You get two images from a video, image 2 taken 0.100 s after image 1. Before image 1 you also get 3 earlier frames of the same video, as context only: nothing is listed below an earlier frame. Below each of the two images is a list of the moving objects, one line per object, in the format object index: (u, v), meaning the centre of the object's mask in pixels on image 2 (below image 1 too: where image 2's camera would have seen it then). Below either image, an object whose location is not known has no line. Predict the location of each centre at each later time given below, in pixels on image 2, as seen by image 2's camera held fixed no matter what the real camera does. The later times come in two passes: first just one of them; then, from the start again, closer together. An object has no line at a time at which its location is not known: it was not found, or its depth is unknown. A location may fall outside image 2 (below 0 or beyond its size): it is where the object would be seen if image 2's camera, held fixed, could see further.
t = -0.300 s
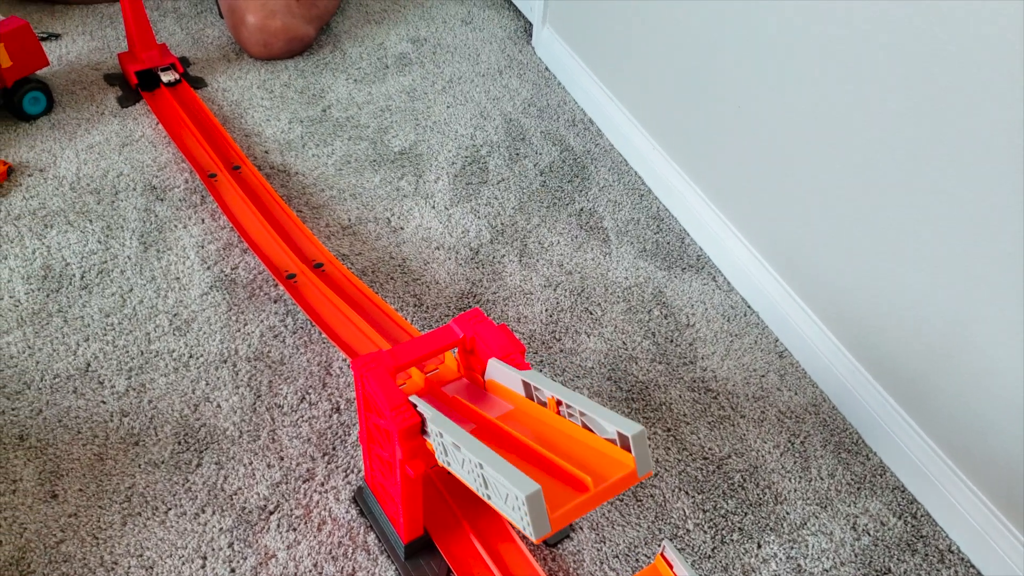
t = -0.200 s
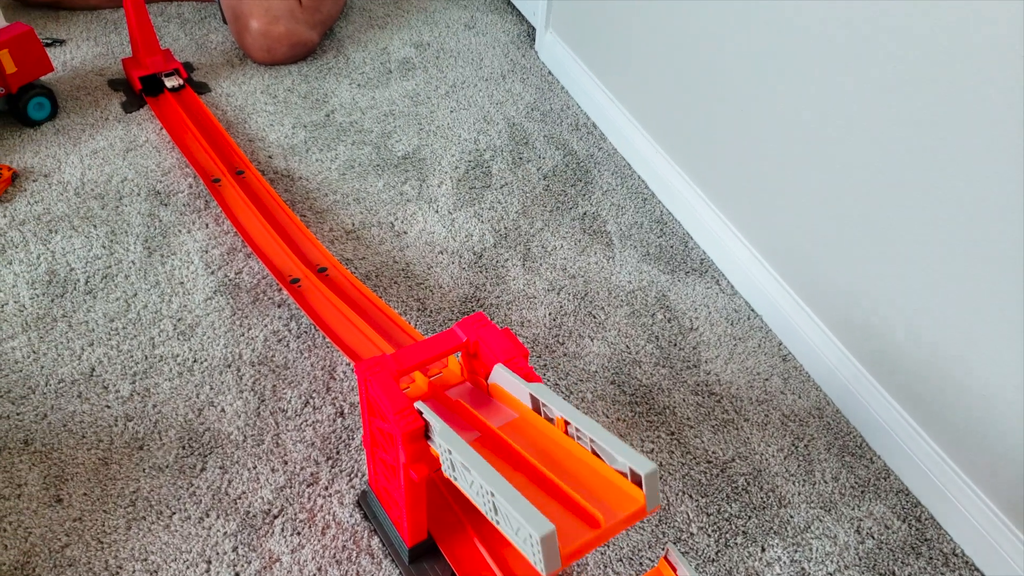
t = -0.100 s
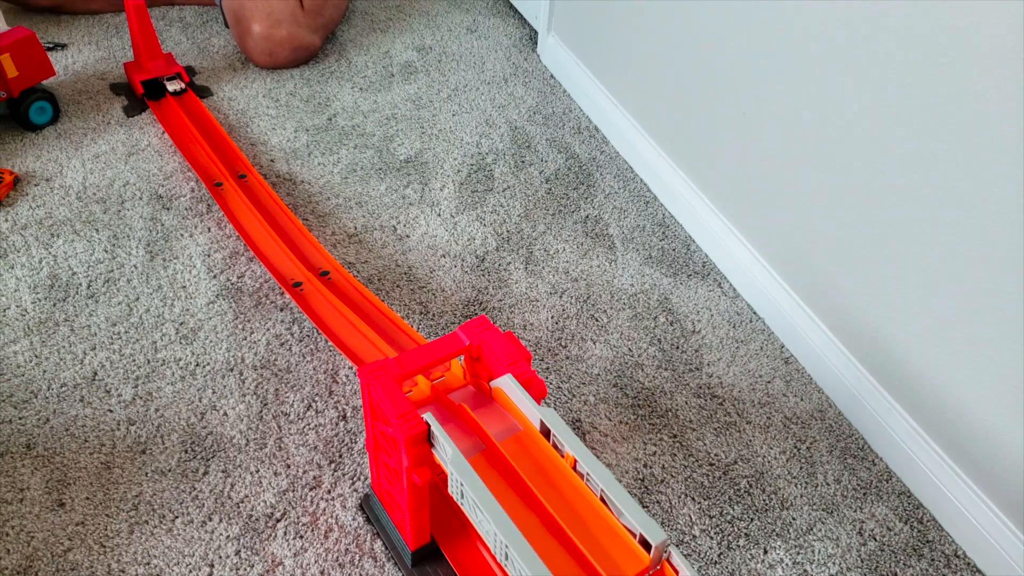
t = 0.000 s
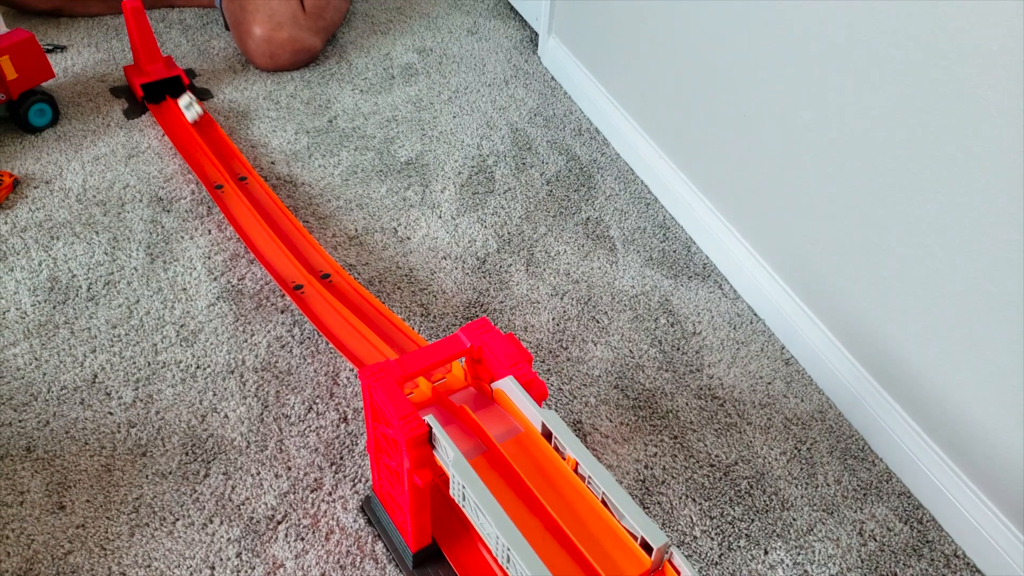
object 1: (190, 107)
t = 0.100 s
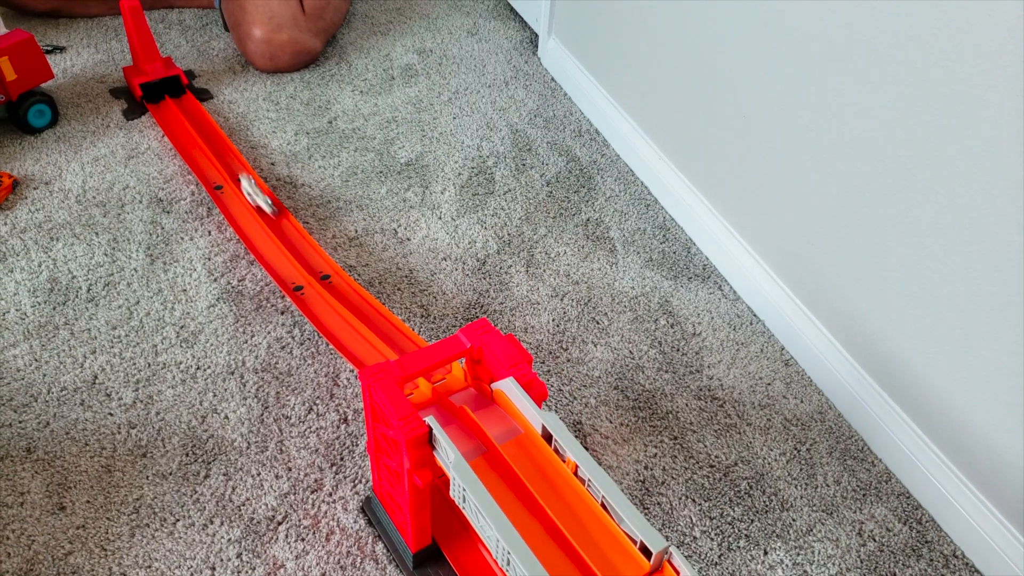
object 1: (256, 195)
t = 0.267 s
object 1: (399, 329)
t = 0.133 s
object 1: (287, 231)
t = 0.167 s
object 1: (320, 261)
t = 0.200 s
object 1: (344, 286)
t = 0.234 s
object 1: (373, 307)
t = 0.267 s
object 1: (399, 329)
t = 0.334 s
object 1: (446, 375)
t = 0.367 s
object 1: (468, 391)
